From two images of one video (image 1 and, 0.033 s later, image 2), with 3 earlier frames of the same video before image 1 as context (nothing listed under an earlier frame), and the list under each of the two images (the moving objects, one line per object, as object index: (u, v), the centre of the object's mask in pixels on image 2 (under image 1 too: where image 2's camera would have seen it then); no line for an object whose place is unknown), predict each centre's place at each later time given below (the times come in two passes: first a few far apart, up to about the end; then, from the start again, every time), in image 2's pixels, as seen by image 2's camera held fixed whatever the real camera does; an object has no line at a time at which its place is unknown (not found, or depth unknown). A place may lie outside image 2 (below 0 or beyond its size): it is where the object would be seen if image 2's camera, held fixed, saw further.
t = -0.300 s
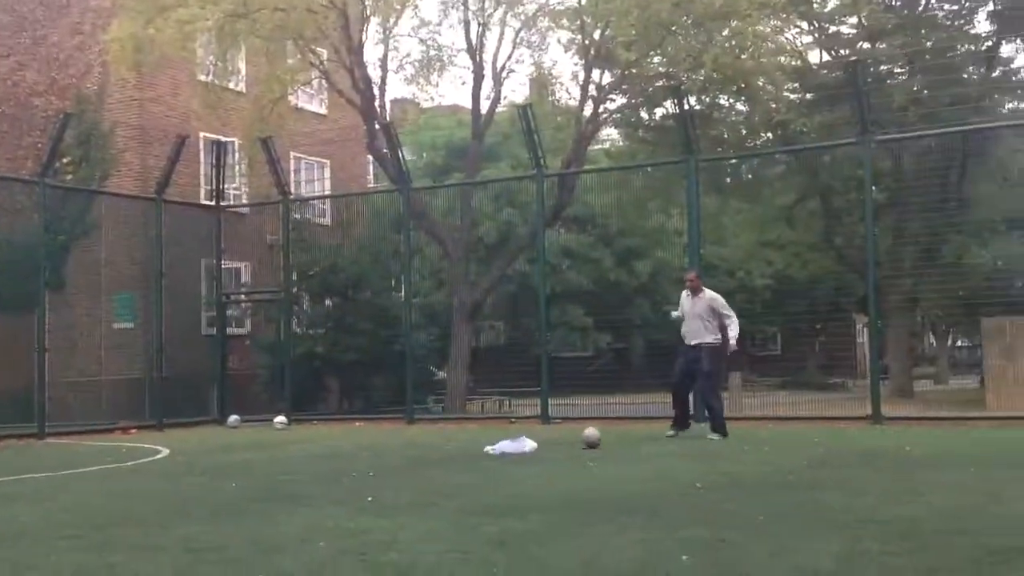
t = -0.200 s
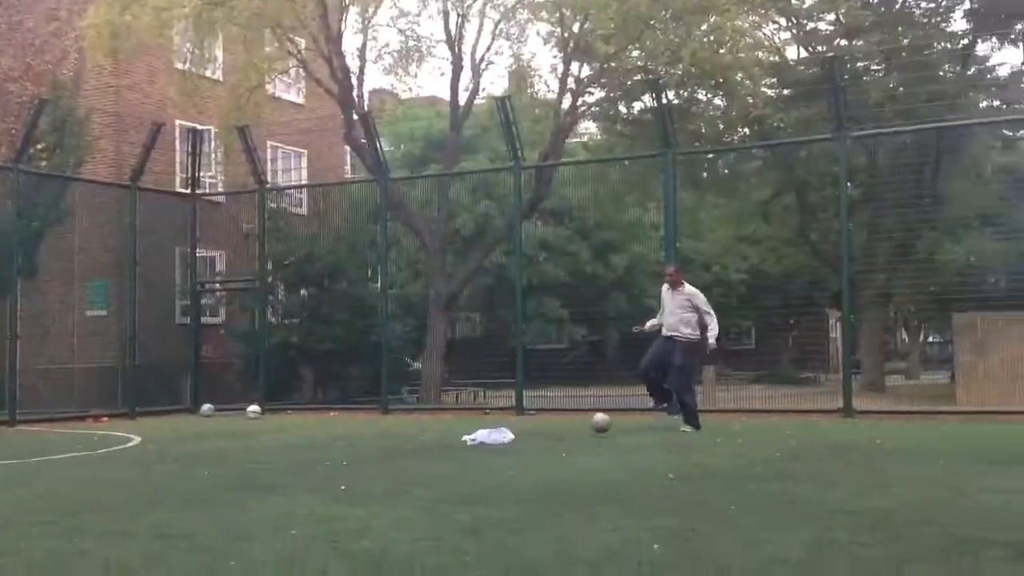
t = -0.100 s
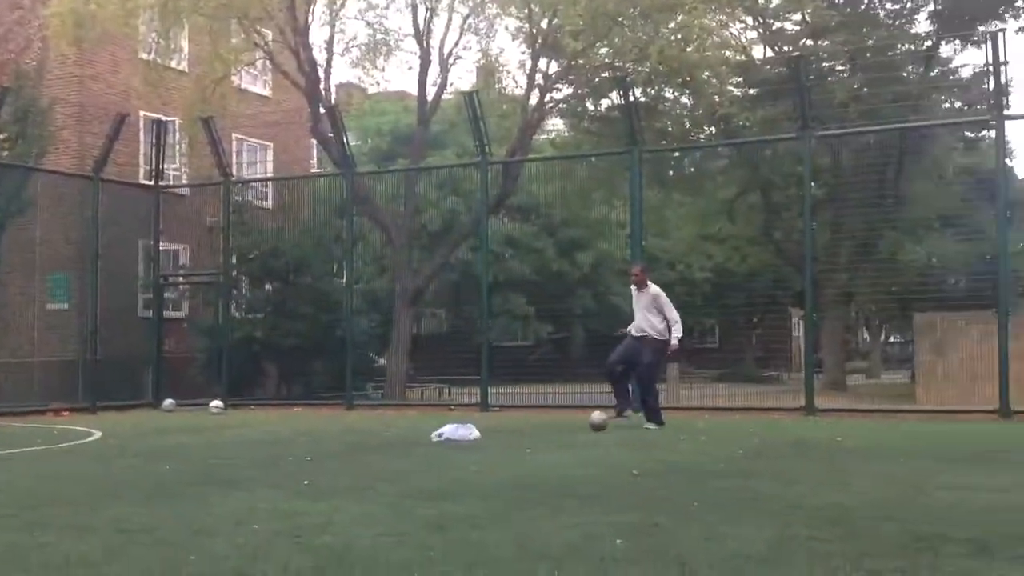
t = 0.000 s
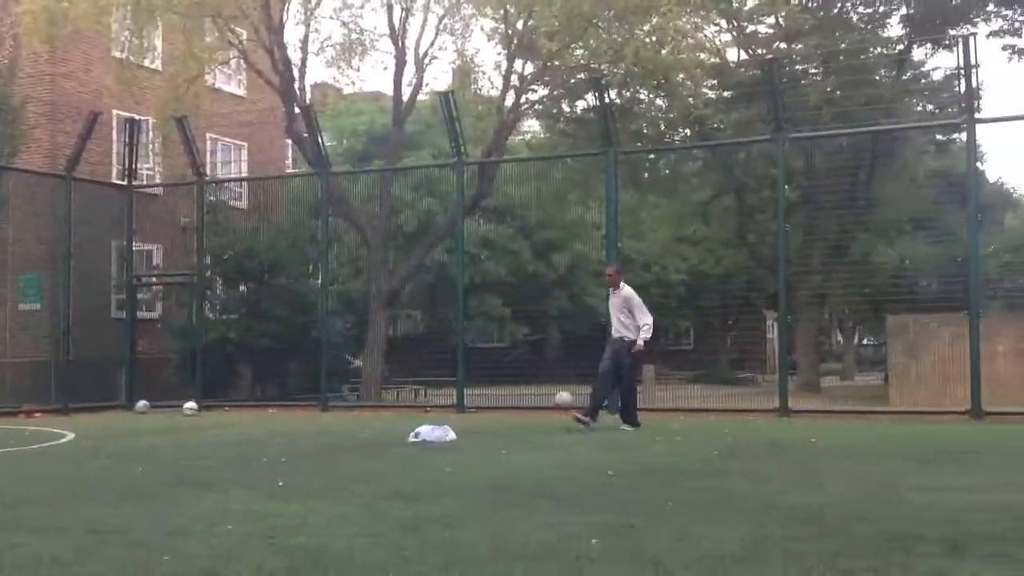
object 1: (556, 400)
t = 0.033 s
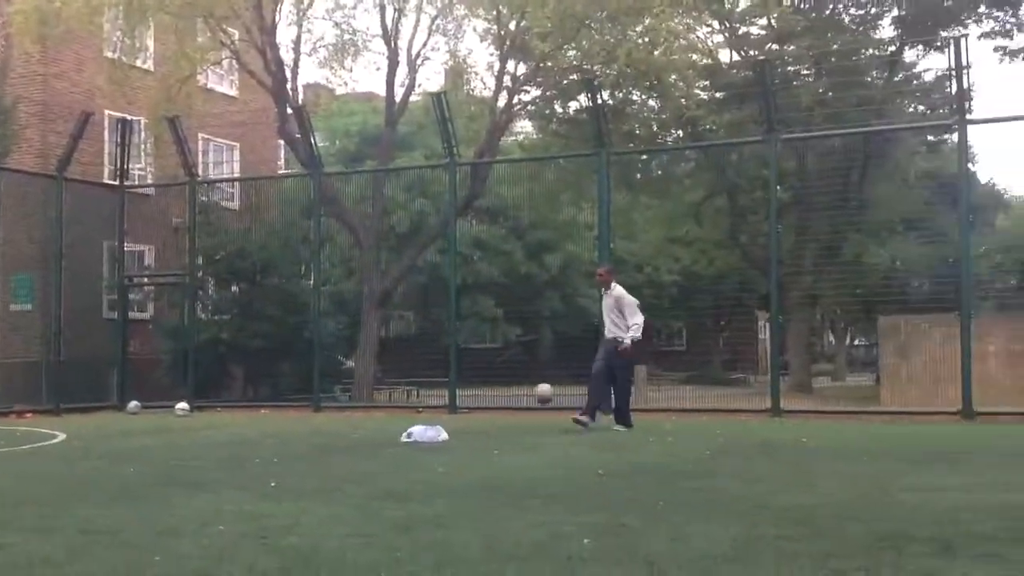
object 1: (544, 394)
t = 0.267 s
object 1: (448, 357)
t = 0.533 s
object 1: (293, 389)
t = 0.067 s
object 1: (531, 386)
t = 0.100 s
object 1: (519, 380)
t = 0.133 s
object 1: (506, 373)
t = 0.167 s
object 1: (492, 368)
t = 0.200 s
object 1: (478, 363)
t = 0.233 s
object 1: (463, 360)
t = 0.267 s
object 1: (448, 357)
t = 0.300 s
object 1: (432, 355)
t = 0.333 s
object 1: (415, 356)
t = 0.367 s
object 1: (397, 357)
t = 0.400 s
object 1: (379, 361)
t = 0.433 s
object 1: (359, 365)
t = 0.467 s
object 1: (338, 371)
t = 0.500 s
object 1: (316, 376)
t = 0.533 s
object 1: (293, 389)
